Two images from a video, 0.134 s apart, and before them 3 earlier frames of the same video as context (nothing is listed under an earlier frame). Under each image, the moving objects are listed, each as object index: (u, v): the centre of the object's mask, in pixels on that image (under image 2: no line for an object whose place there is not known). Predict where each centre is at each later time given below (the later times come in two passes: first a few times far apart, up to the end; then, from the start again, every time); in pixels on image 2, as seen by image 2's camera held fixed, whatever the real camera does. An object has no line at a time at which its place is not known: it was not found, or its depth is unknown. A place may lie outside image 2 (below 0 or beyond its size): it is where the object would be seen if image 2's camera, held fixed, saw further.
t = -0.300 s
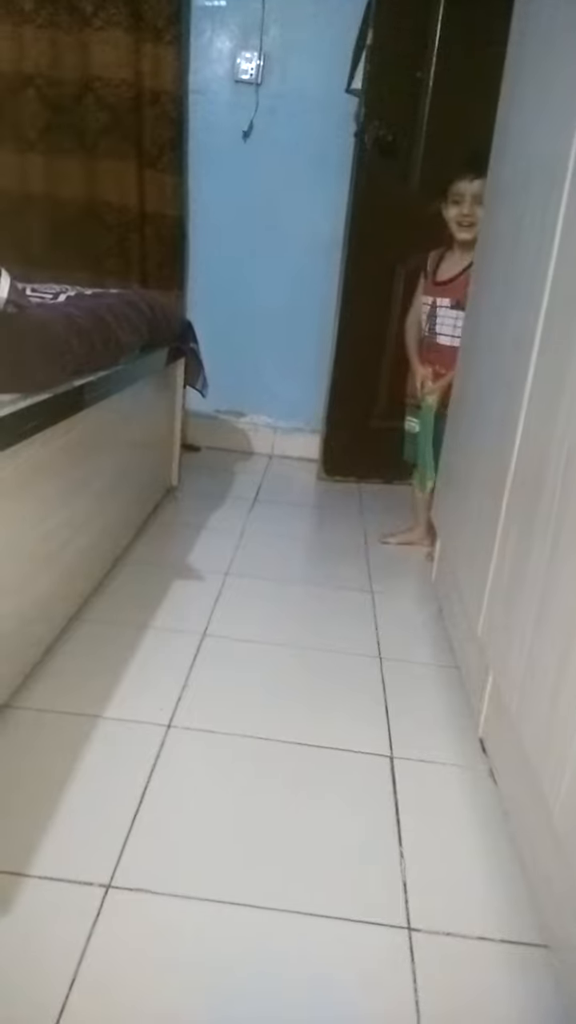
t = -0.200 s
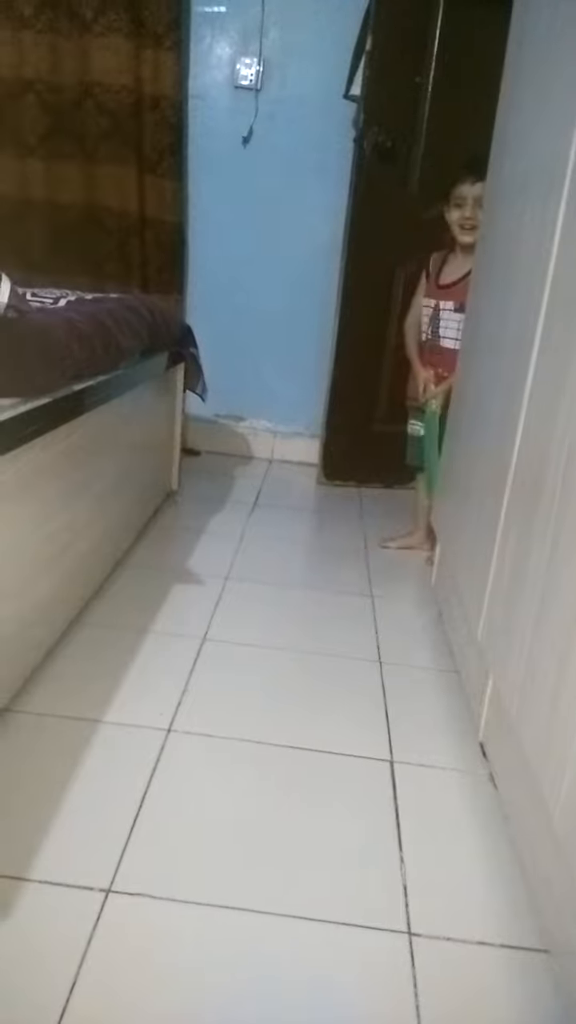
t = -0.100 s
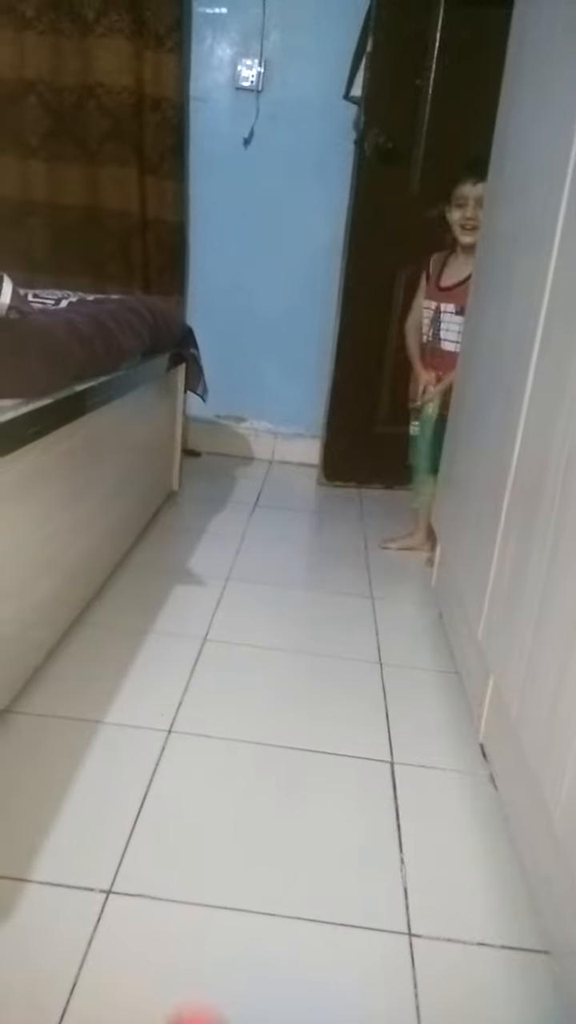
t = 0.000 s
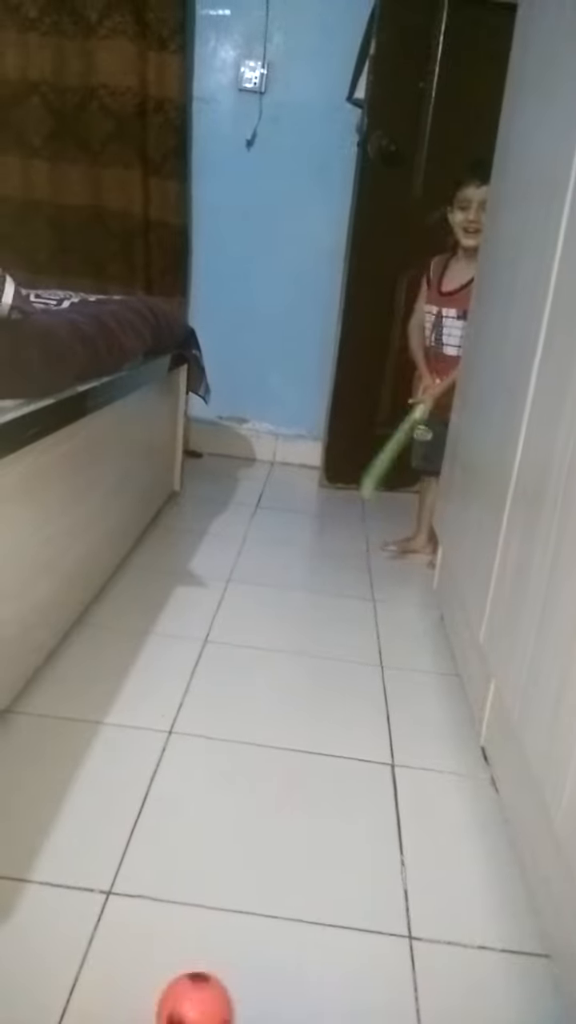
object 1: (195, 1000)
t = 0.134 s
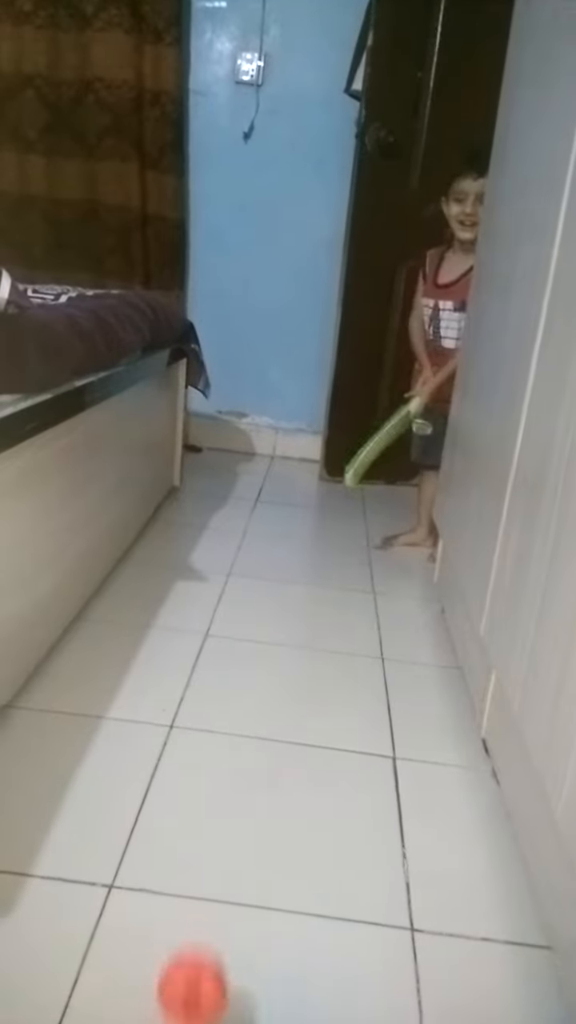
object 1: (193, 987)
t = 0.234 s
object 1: (193, 961)
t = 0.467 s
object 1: (191, 951)
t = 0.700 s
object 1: (188, 945)
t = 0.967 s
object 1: (175, 937)
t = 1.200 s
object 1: (154, 909)
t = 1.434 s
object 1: (115, 874)
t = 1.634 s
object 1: (81, 859)
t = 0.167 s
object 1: (194, 968)
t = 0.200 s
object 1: (194, 959)
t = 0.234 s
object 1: (193, 961)
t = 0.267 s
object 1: (191, 975)
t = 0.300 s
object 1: (191, 971)
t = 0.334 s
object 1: (192, 951)
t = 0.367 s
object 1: (193, 941)
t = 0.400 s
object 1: (192, 941)
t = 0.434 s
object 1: (191, 951)
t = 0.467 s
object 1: (191, 951)
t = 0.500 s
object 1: (192, 940)
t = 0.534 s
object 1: (191, 937)
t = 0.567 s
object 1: (190, 945)
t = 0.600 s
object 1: (190, 946)
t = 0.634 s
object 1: (190, 940)
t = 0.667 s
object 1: (189, 942)
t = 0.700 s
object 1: (188, 945)
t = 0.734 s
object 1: (187, 941)
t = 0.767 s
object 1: (185, 943)
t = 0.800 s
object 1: (184, 942)
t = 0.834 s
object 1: (182, 941)
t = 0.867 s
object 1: (181, 941)
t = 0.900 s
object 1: (179, 940)
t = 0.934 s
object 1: (177, 938)
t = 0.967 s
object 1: (175, 937)
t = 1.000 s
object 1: (172, 934)
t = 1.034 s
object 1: (170, 931)
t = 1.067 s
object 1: (167, 928)
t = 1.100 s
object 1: (164, 924)
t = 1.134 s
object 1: (160, 919)
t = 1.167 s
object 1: (157, 915)
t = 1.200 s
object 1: (154, 909)
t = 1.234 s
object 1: (149, 905)
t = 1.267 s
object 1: (145, 899)
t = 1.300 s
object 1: (140, 894)
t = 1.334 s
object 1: (134, 889)
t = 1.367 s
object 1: (128, 883)
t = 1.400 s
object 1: (122, 878)
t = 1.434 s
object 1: (115, 874)
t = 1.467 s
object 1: (109, 870)
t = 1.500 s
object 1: (103, 867)
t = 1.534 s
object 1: (96, 863)
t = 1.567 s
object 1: (92, 862)
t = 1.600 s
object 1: (87, 860)
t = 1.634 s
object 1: (81, 859)
